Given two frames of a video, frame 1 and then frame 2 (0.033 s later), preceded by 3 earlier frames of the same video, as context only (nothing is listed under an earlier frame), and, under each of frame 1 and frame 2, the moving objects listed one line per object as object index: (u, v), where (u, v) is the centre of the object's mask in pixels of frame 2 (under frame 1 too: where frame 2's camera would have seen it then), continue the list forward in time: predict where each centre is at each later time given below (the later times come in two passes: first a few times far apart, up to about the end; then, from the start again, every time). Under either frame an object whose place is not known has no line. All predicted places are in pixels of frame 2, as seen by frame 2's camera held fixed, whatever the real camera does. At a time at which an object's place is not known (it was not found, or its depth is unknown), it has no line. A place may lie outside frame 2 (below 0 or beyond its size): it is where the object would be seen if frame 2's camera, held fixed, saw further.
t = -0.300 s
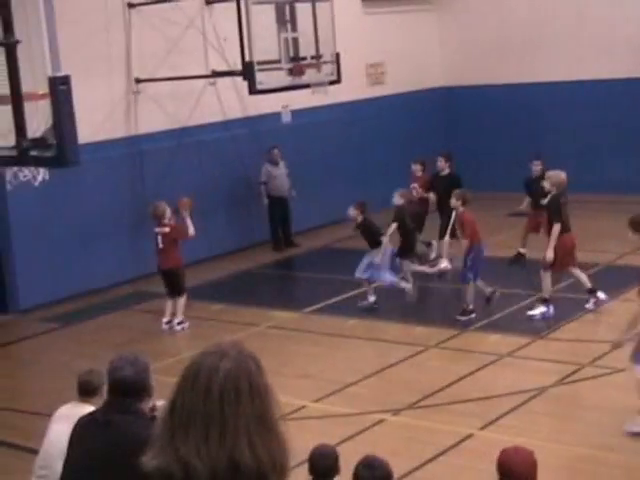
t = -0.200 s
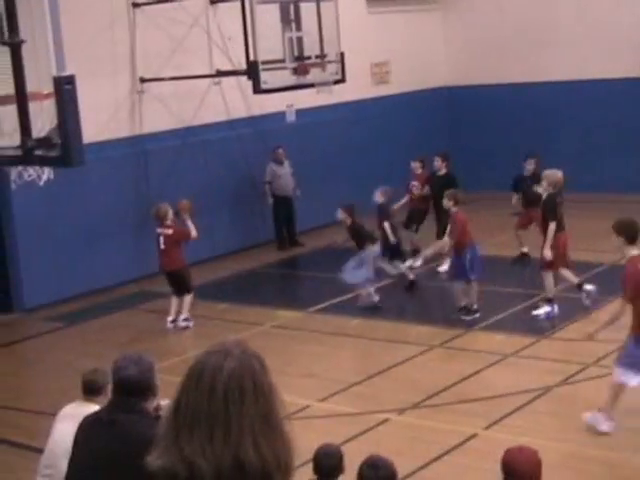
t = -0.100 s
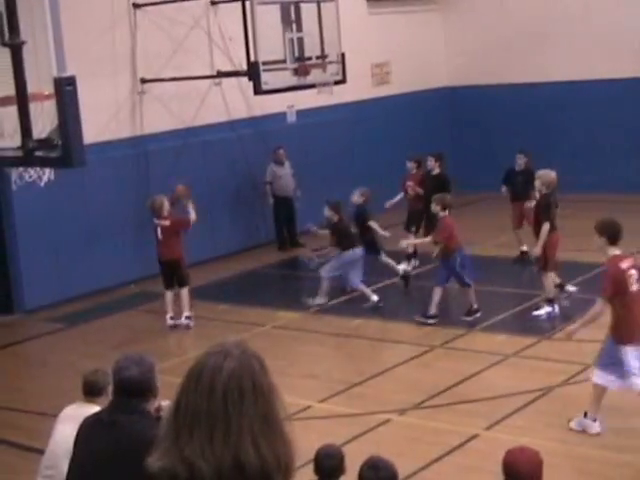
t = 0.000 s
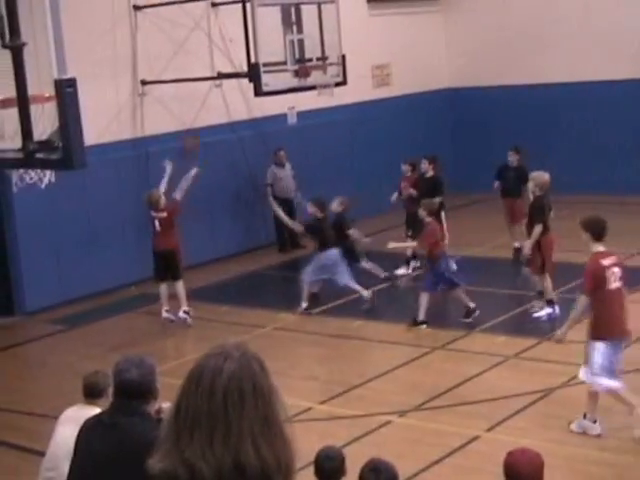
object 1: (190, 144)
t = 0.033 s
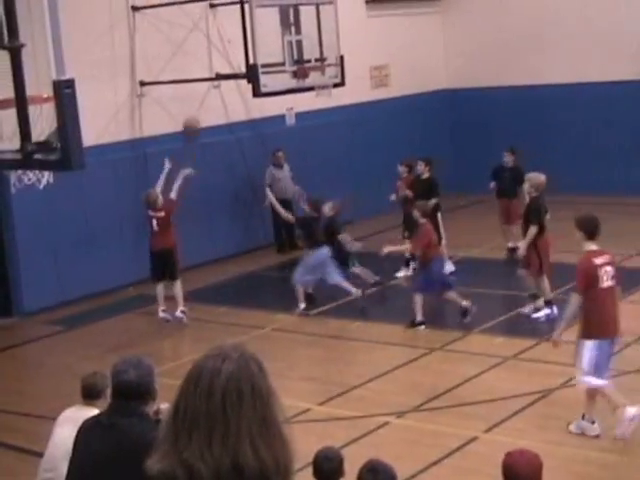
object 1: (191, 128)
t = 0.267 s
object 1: (223, 40)
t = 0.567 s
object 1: (266, -3)
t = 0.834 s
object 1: (306, 17)
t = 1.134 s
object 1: (339, 39)
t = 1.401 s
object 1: (355, 38)
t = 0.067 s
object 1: (195, 114)
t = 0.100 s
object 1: (200, 99)
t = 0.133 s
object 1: (204, 86)
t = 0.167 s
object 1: (209, 71)
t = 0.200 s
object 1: (213, 61)
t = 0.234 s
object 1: (218, 50)
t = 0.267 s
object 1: (223, 40)
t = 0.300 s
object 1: (227, 32)
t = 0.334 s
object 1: (232, 25)
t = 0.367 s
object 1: (236, 18)
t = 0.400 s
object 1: (242, 12)
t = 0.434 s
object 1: (249, 8)
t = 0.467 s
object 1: (252, 3)
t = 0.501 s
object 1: (257, 0)
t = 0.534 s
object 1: (261, -2)
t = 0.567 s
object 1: (266, -3)
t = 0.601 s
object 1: (270, -3)
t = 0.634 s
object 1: (276, -3)
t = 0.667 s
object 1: (280, -3)
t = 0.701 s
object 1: (286, 1)
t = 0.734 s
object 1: (291, 2)
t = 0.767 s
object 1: (295, 8)
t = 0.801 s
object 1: (300, 13)
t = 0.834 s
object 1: (306, 17)
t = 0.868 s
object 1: (311, 22)
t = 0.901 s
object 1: (316, 30)
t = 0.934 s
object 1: (321, 38)
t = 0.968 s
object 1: (325, 47)
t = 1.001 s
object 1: (331, 54)
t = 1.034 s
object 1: (333, 53)
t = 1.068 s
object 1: (335, 48)
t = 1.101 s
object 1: (337, 43)
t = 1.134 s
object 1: (339, 39)
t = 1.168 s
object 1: (340, 36)
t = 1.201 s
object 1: (342, 34)
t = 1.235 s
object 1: (344, 33)
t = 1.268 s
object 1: (346, 32)
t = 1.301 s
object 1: (348, 33)
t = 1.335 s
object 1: (350, 34)
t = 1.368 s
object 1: (352, 36)
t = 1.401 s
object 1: (355, 38)
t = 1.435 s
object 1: (357, 42)
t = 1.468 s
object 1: (359, 46)
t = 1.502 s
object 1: (361, 51)
